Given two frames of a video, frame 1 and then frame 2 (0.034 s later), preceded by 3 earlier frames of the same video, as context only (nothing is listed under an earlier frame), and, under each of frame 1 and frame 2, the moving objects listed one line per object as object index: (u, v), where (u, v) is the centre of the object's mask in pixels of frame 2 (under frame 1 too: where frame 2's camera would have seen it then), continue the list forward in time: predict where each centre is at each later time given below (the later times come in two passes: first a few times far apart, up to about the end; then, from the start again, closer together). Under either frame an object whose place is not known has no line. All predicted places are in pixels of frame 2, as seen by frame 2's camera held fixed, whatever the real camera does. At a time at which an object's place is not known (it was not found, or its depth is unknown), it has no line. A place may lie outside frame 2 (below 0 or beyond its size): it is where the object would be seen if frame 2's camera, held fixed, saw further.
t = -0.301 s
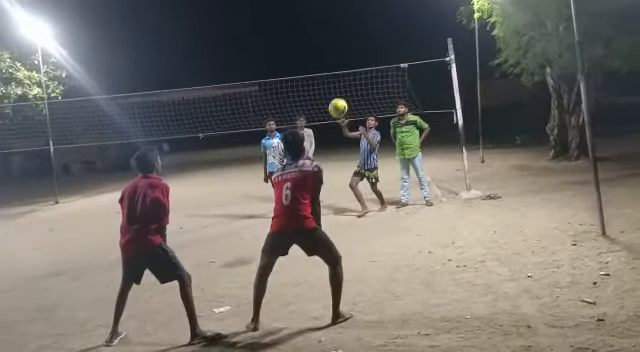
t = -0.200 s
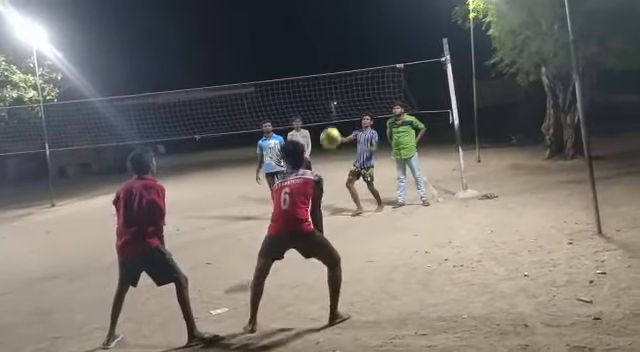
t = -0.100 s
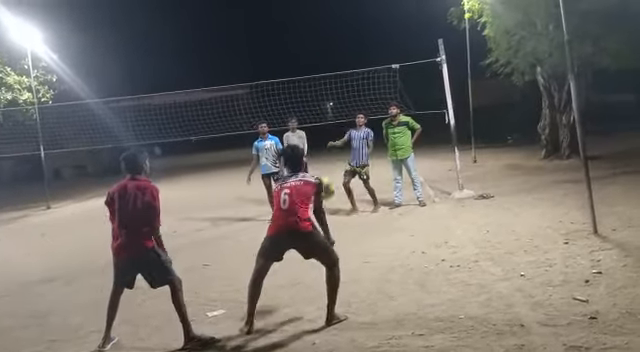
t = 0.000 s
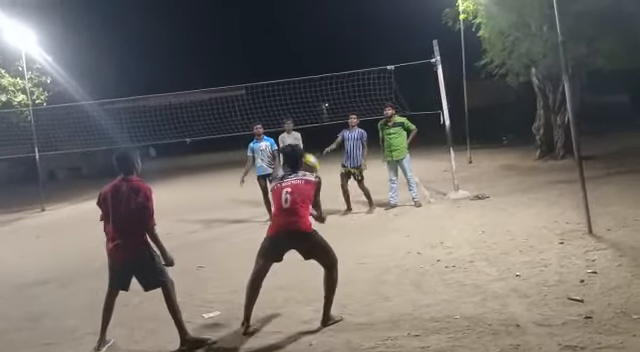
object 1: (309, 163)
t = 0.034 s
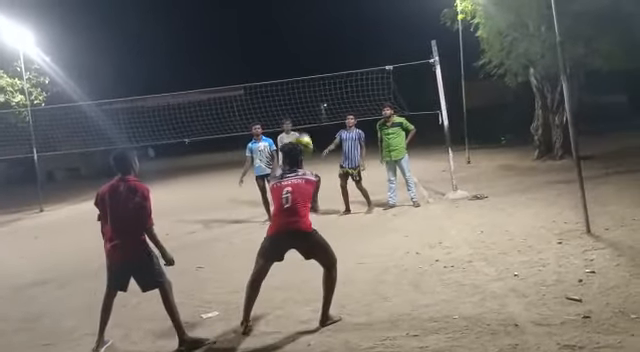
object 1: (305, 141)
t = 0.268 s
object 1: (273, 38)
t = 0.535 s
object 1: (256, 0)
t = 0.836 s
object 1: (250, 18)
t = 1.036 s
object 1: (252, 61)
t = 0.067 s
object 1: (295, 122)
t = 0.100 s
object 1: (291, 105)
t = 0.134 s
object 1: (287, 89)
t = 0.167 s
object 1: (283, 74)
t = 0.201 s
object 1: (279, 60)
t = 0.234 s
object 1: (276, 48)
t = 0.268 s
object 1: (273, 38)
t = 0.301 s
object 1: (270, 28)
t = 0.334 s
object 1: (267, 20)
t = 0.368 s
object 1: (265, 14)
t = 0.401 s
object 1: (263, 8)
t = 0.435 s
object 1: (260, 4)
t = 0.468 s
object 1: (259, 2)
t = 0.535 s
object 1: (256, 0)
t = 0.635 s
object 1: (253, 0)
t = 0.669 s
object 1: (252, 1)
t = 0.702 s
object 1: (251, 2)
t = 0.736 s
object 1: (251, 4)
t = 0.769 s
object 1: (250, 7)
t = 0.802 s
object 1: (250, 12)
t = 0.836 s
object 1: (250, 18)
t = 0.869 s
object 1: (250, 23)
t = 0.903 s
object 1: (250, 30)
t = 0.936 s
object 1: (250, 37)
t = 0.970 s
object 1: (250, 44)
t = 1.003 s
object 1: (251, 53)
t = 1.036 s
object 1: (252, 61)
